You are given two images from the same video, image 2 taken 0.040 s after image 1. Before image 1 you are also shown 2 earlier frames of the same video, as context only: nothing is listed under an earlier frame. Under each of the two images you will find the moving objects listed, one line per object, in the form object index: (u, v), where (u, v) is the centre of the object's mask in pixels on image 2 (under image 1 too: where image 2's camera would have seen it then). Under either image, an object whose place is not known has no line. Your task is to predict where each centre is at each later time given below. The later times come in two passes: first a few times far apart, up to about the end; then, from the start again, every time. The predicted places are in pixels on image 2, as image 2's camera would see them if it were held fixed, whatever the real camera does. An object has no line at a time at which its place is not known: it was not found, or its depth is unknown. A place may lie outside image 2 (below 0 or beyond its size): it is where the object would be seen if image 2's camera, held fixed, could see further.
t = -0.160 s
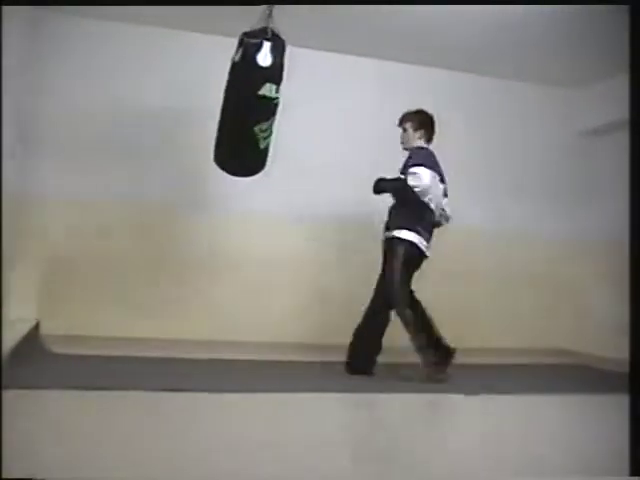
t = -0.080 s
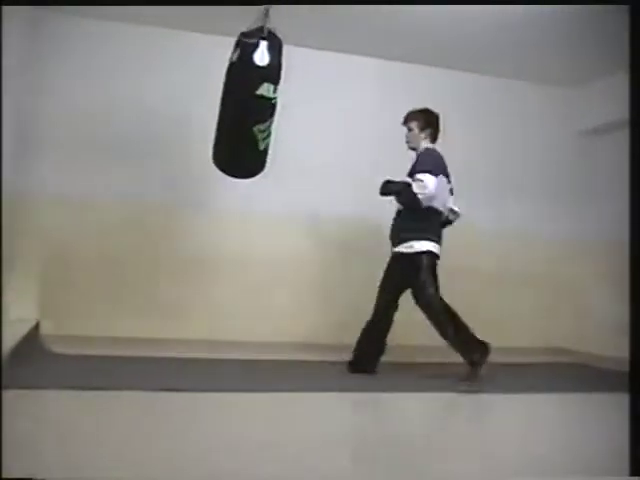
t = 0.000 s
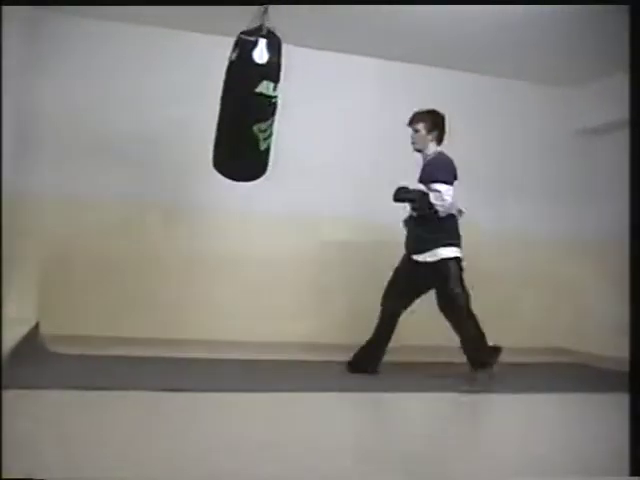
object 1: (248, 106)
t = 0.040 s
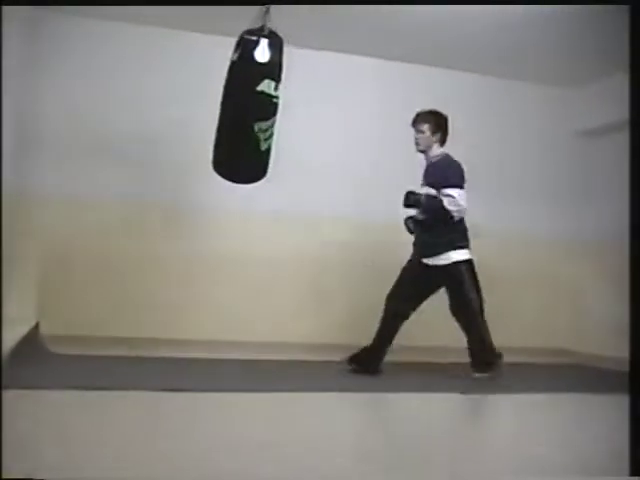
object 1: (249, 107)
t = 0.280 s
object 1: (260, 105)
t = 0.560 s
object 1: (284, 86)
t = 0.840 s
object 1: (294, 91)
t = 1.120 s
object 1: (275, 106)
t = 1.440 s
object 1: (251, 107)
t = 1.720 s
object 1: (242, 104)
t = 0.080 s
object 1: (251, 108)
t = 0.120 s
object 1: (252, 108)
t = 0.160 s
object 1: (254, 108)
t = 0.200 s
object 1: (256, 107)
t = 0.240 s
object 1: (258, 106)
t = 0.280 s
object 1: (260, 105)
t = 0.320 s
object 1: (262, 102)
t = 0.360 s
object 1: (266, 100)
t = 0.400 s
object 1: (270, 98)
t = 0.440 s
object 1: (273, 95)
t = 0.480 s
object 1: (276, 93)
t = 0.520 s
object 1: (281, 89)
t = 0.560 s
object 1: (284, 86)
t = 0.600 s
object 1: (286, 85)
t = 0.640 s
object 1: (288, 84)
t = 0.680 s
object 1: (292, 84)
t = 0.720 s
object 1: (295, 84)
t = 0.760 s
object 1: (295, 85)
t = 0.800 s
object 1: (294, 87)
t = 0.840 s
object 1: (294, 91)
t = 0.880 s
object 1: (292, 93)
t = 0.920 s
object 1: (290, 96)
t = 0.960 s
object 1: (287, 99)
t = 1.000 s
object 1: (284, 101)
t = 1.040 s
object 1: (281, 103)
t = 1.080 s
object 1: (277, 105)
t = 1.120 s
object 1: (275, 106)
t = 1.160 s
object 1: (273, 107)
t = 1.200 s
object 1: (270, 108)
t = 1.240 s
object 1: (267, 109)
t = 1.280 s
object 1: (263, 109)
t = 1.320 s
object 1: (259, 109)
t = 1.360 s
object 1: (257, 108)
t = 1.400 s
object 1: (254, 108)
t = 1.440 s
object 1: (251, 107)
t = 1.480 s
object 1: (249, 106)
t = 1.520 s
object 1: (248, 106)
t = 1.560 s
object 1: (246, 105)
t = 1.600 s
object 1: (245, 104)
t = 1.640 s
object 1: (243, 103)
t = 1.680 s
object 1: (242, 103)
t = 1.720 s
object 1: (242, 104)
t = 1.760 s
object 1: (243, 104)
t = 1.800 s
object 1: (243, 104)
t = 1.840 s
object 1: (244, 105)
